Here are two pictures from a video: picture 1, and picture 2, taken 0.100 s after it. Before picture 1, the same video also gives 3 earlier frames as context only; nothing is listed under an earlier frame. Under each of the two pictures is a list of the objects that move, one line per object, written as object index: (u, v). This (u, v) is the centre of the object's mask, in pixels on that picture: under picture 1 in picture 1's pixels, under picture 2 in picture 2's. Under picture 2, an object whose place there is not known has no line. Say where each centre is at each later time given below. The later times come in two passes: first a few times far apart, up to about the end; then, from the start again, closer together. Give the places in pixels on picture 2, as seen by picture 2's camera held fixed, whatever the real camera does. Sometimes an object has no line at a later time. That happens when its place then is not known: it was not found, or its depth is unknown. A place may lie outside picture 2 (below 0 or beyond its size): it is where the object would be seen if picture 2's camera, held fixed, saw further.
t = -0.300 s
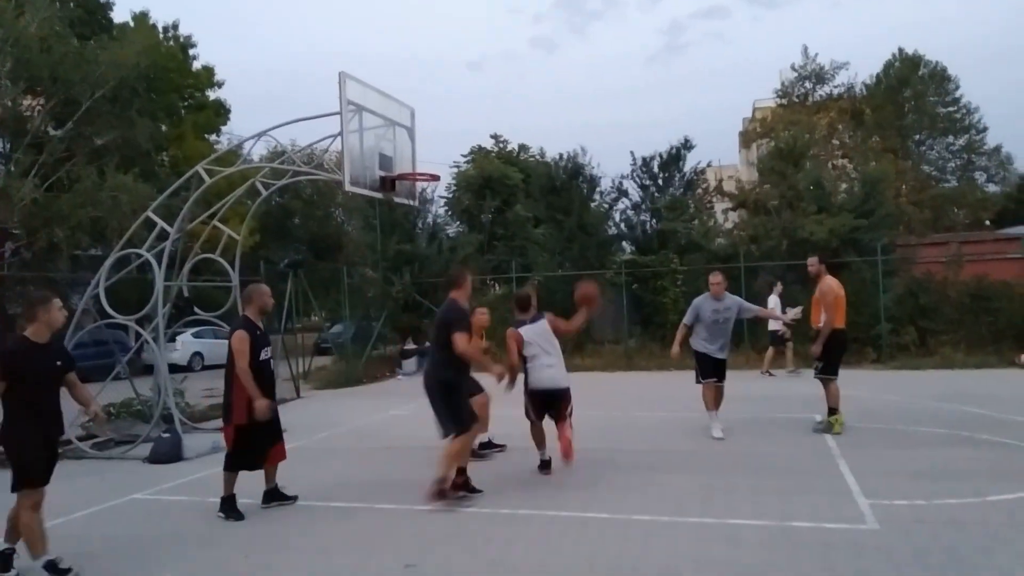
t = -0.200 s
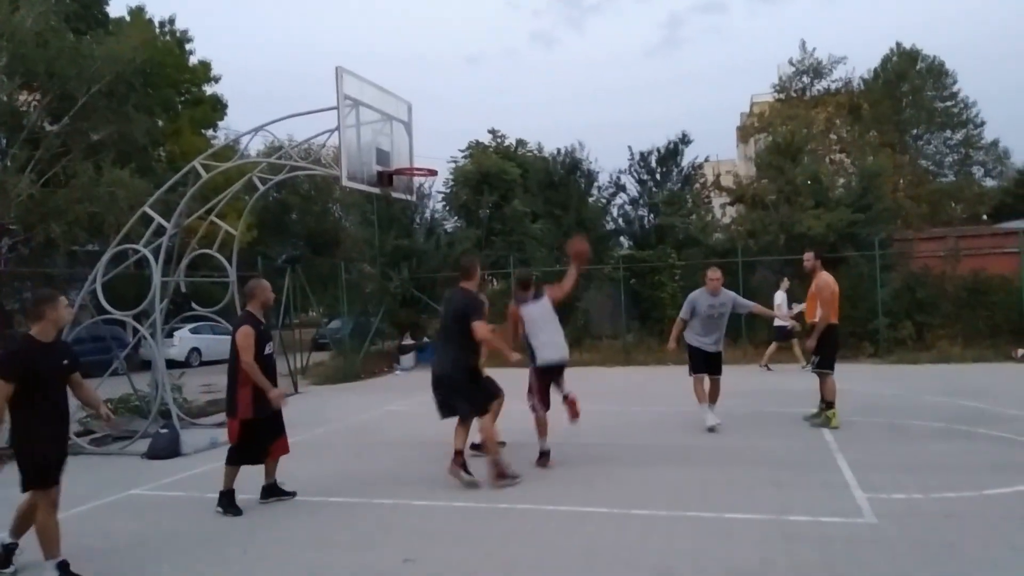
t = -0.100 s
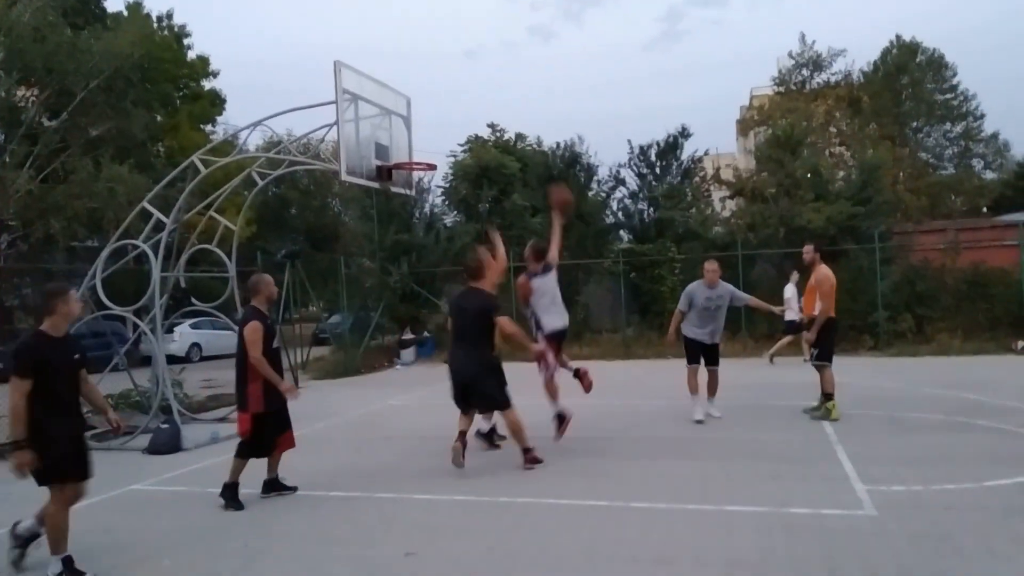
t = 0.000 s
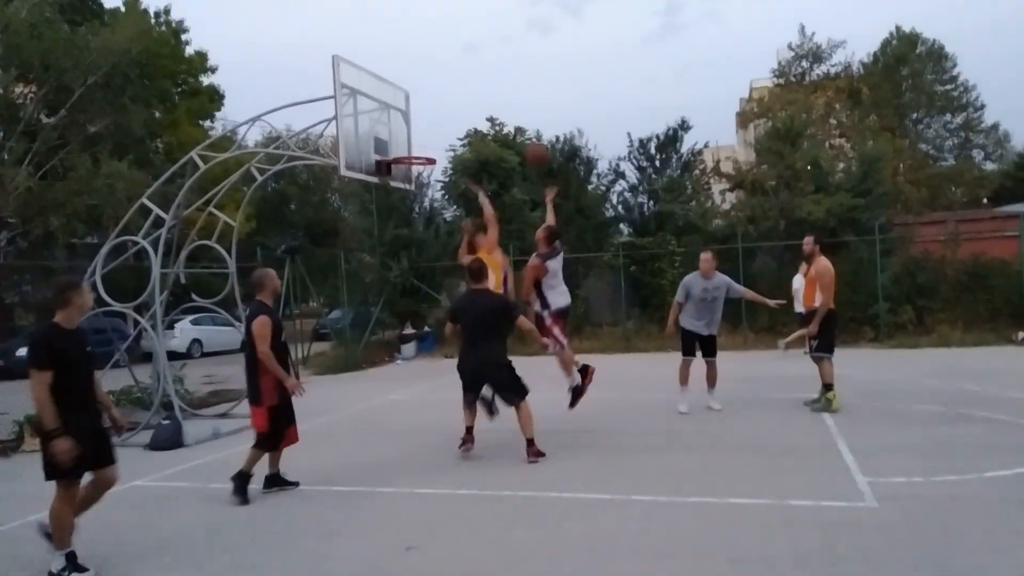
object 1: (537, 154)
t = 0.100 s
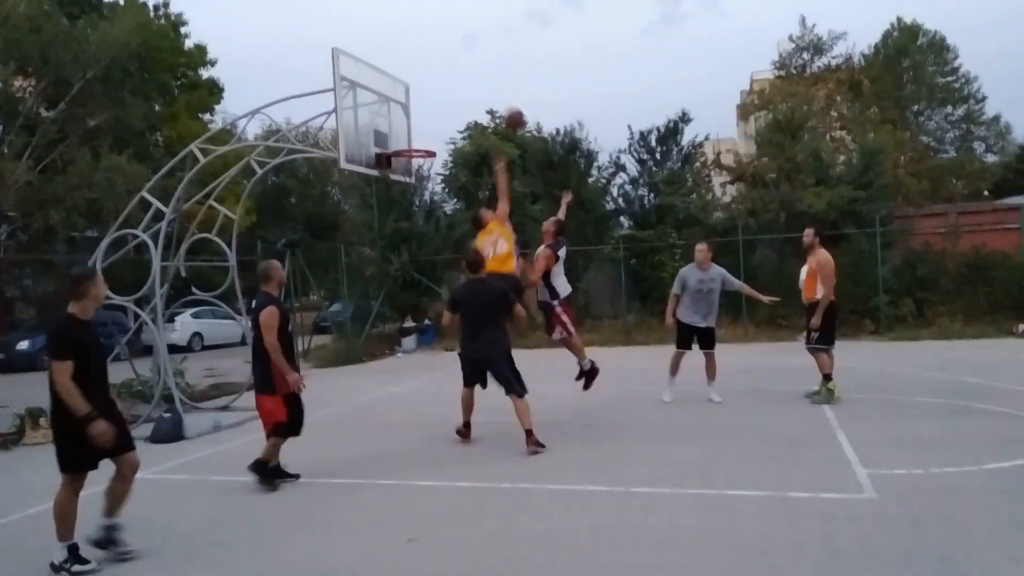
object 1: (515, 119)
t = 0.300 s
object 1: (471, 93)
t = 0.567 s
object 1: (425, 118)
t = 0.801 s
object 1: (425, 174)
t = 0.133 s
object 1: (506, 111)
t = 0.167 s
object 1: (498, 106)
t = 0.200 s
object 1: (491, 102)
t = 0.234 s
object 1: (485, 97)
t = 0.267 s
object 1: (478, 95)
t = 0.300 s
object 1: (471, 93)
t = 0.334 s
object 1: (465, 93)
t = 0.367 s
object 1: (459, 94)
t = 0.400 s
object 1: (452, 95)
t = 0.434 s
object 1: (446, 98)
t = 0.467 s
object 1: (441, 102)
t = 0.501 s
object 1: (435, 107)
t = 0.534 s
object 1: (430, 112)
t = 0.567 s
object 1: (425, 118)
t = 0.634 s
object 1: (415, 133)
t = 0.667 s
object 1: (410, 141)
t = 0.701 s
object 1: (407, 151)
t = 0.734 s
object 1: (413, 162)
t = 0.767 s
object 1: (420, 166)
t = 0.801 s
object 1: (425, 174)
